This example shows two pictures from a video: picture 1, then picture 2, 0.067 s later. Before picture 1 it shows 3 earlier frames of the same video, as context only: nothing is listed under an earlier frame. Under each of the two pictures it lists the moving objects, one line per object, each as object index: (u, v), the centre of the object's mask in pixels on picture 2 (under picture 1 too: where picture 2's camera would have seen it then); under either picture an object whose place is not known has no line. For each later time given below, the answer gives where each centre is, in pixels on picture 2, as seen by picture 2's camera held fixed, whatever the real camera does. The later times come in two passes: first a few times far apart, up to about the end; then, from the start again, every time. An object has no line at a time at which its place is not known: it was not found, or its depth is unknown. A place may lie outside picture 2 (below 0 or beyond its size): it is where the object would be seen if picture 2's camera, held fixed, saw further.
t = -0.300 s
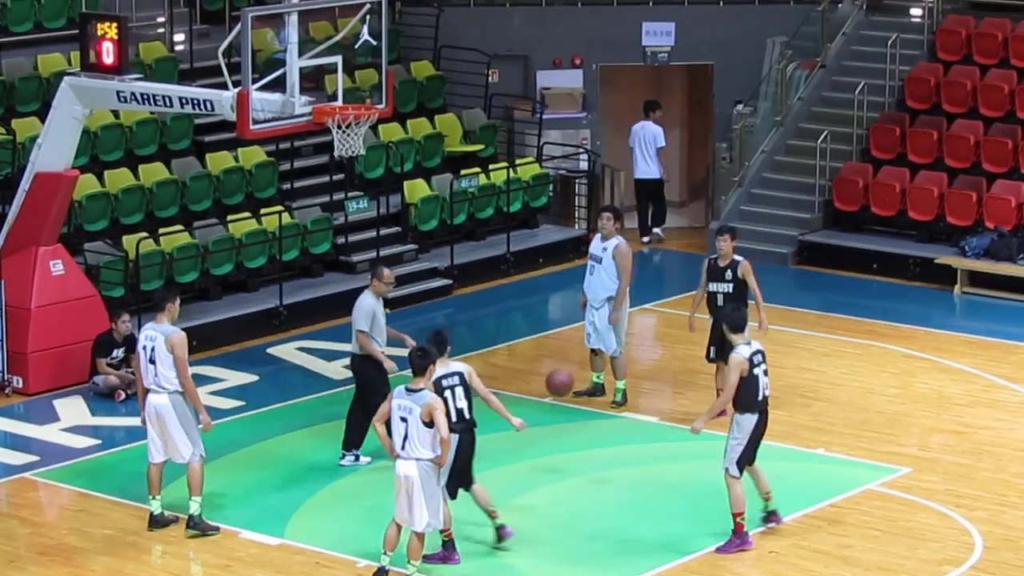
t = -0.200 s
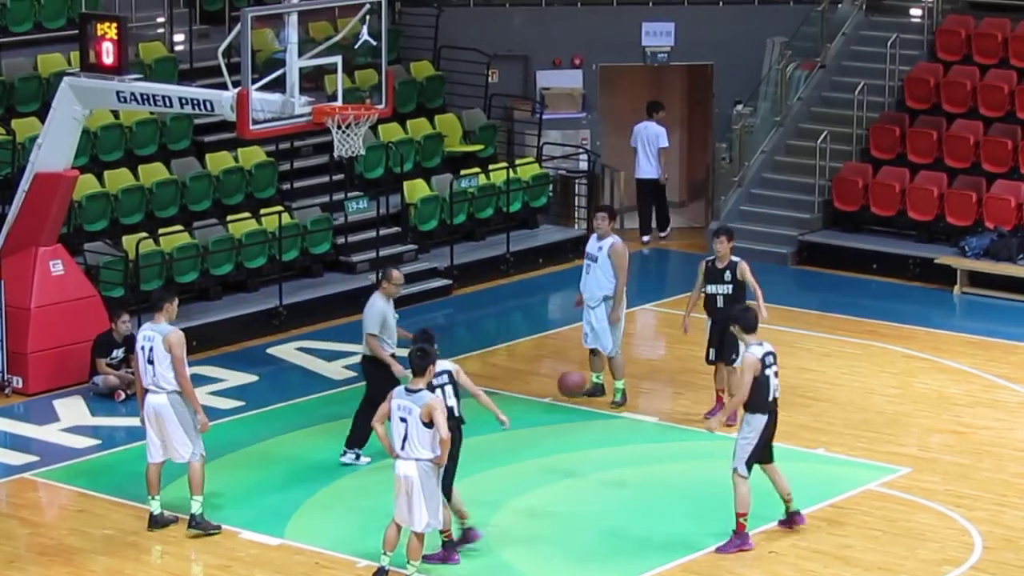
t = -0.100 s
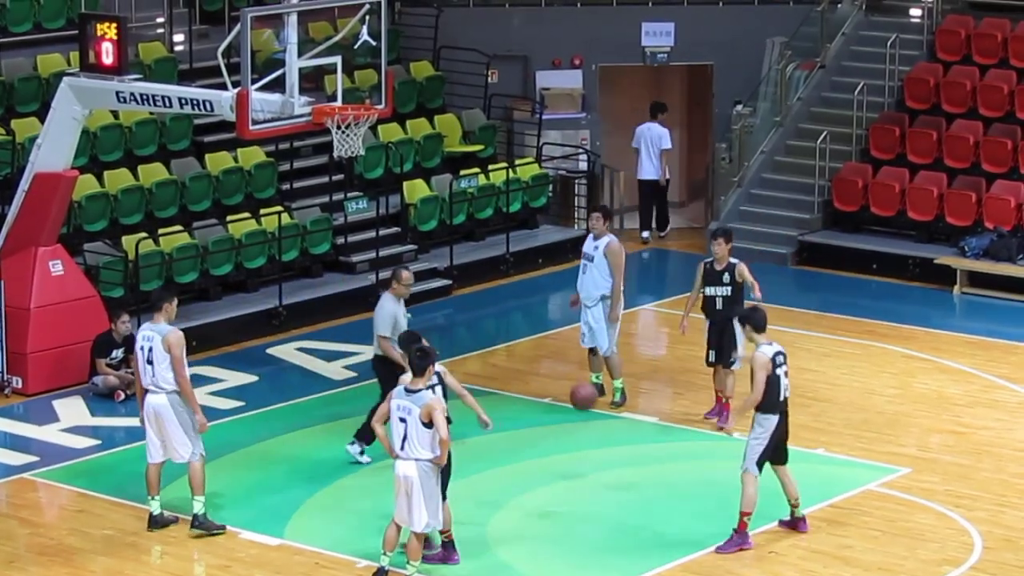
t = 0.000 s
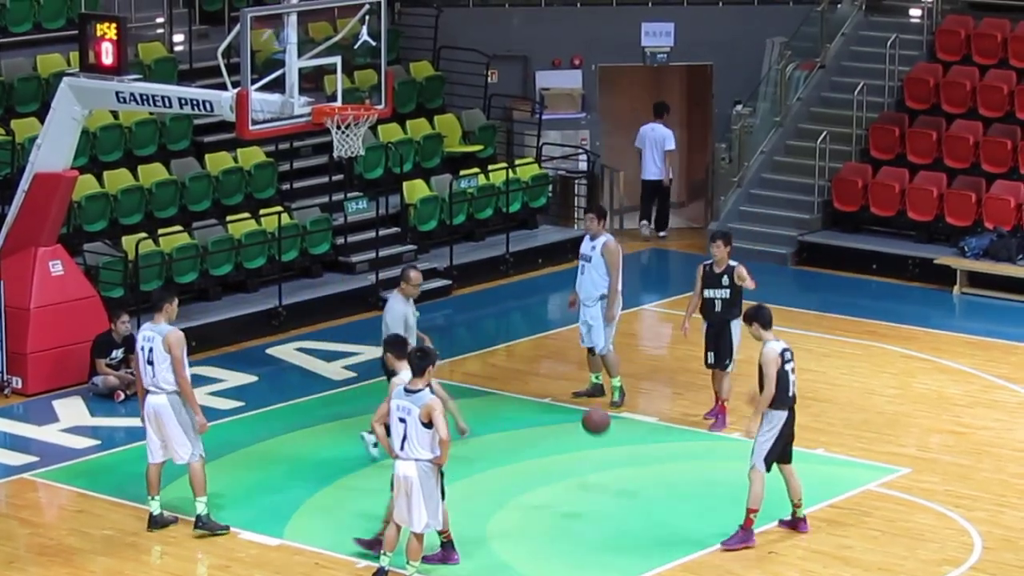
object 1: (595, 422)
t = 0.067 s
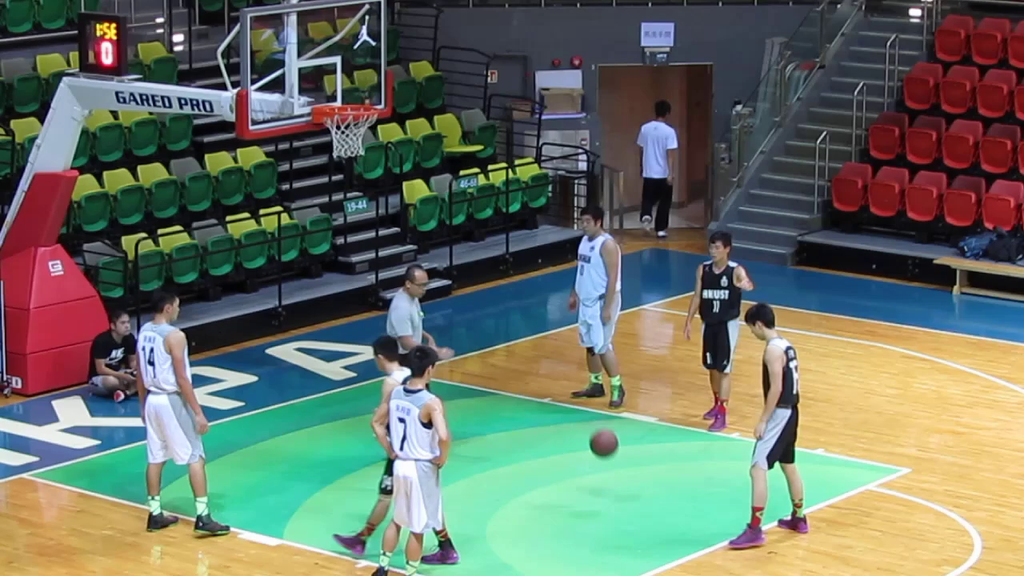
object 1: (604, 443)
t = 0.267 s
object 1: (627, 473)
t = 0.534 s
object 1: (658, 440)
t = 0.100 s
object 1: (608, 456)
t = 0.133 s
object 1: (612, 470)
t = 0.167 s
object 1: (616, 486)
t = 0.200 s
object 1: (620, 493)
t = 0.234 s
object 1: (623, 482)
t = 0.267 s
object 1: (627, 473)
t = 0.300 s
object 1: (631, 464)
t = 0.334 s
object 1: (635, 457)
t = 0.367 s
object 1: (639, 451)
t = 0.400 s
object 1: (643, 447)
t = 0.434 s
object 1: (646, 443)
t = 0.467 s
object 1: (650, 441)
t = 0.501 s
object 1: (654, 440)
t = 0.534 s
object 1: (658, 440)
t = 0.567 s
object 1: (662, 442)
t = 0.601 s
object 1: (665, 444)
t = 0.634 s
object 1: (669, 448)
